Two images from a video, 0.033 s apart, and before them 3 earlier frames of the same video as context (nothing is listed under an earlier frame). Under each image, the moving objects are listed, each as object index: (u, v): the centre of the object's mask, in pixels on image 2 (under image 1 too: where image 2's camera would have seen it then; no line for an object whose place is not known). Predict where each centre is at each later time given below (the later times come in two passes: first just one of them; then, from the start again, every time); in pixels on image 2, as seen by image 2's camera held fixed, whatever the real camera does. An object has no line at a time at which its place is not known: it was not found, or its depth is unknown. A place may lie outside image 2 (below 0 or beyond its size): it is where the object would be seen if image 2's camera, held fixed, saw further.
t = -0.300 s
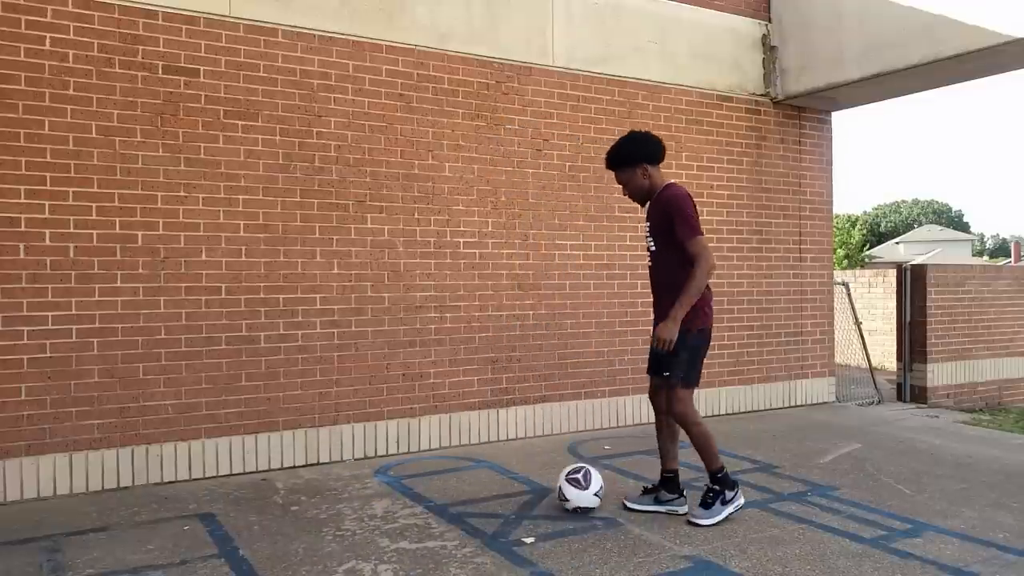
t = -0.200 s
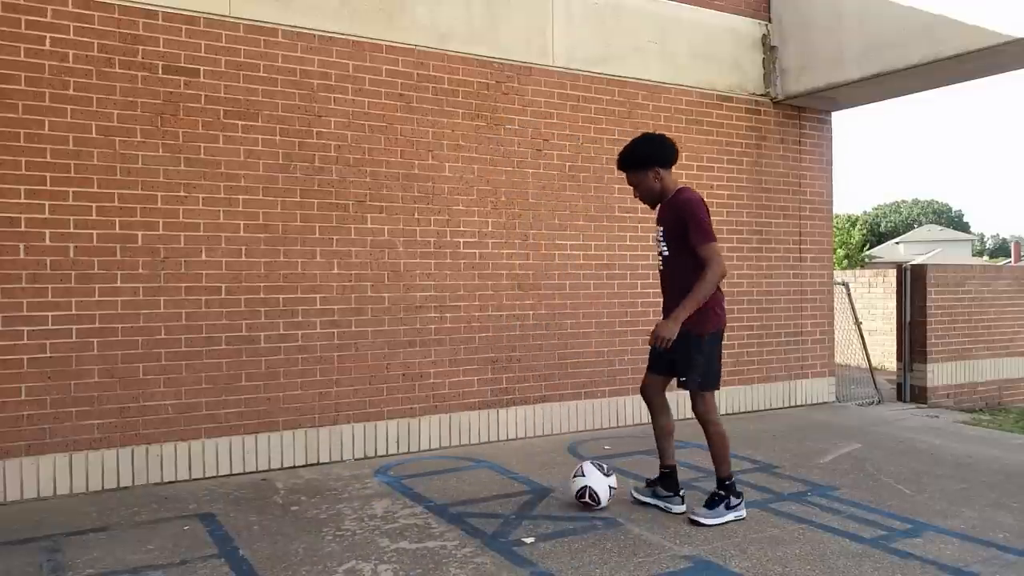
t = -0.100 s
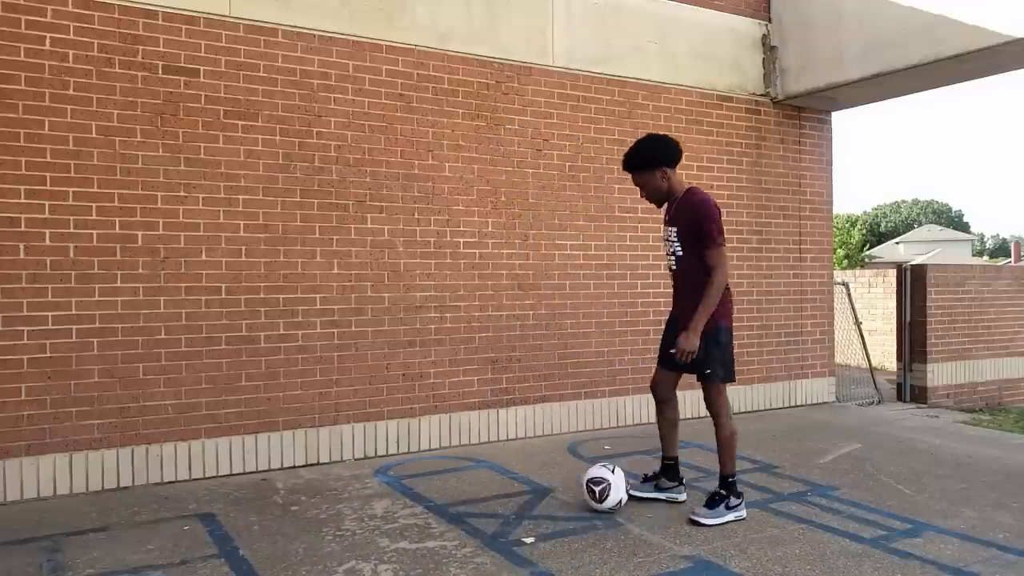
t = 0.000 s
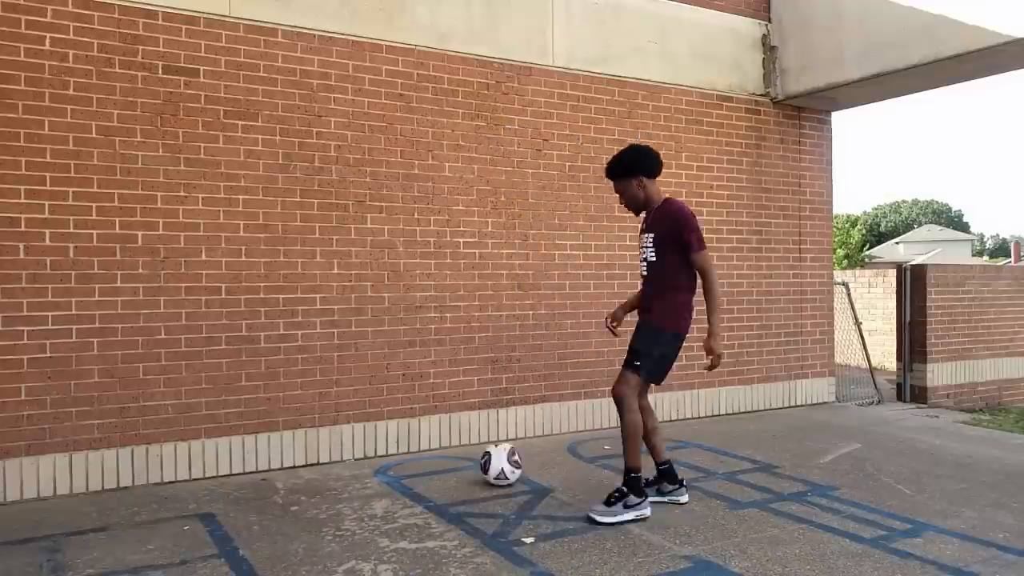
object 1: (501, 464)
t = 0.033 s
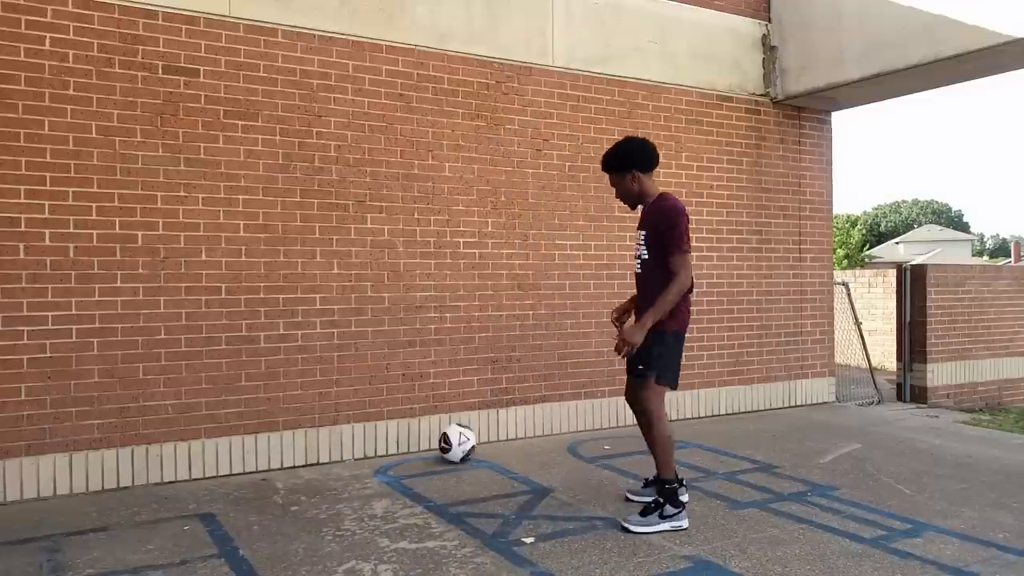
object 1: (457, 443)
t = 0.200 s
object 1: (527, 472)
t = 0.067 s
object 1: (454, 430)
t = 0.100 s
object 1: (478, 445)
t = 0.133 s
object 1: (494, 458)
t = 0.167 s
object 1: (510, 462)
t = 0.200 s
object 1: (527, 472)
